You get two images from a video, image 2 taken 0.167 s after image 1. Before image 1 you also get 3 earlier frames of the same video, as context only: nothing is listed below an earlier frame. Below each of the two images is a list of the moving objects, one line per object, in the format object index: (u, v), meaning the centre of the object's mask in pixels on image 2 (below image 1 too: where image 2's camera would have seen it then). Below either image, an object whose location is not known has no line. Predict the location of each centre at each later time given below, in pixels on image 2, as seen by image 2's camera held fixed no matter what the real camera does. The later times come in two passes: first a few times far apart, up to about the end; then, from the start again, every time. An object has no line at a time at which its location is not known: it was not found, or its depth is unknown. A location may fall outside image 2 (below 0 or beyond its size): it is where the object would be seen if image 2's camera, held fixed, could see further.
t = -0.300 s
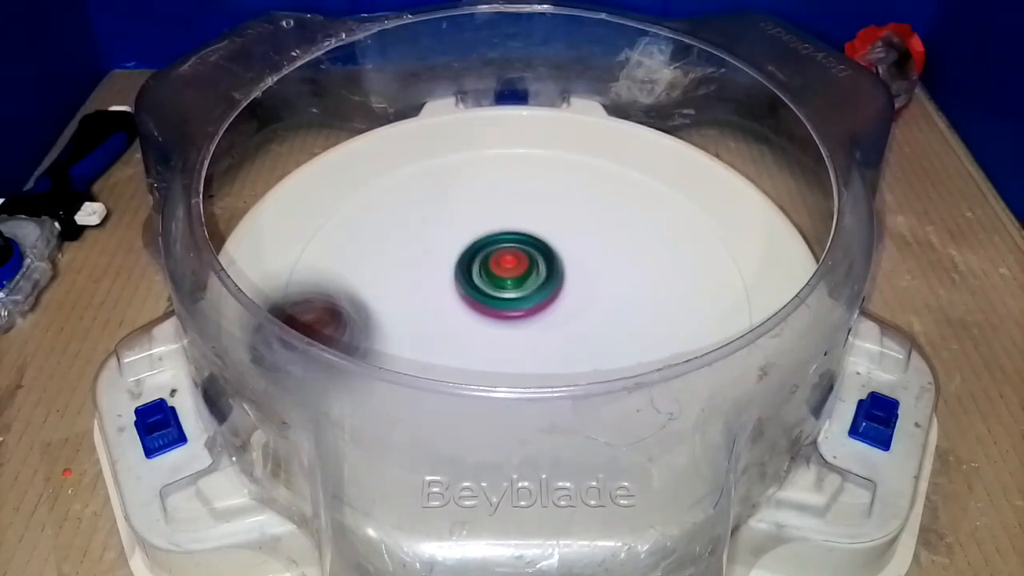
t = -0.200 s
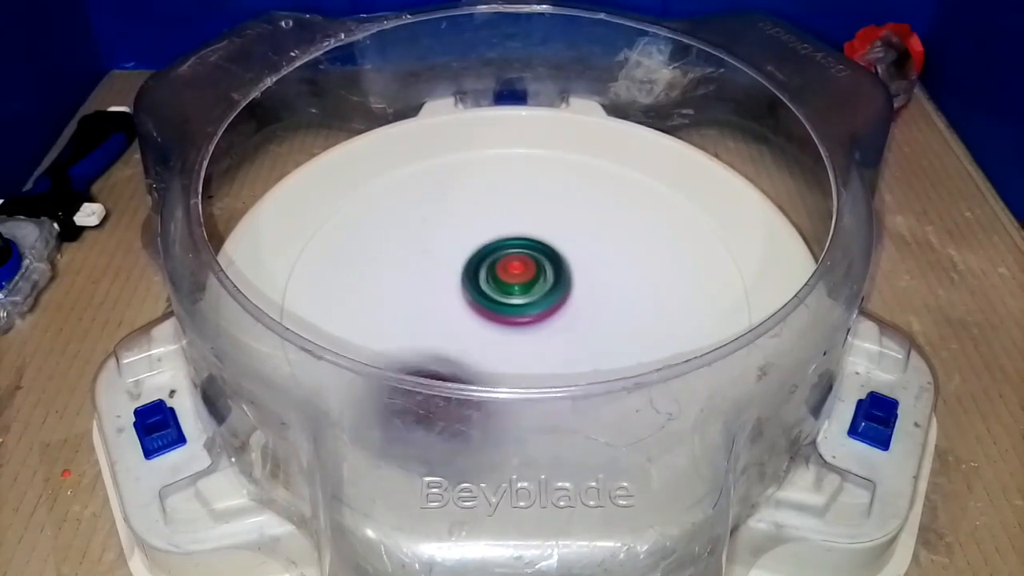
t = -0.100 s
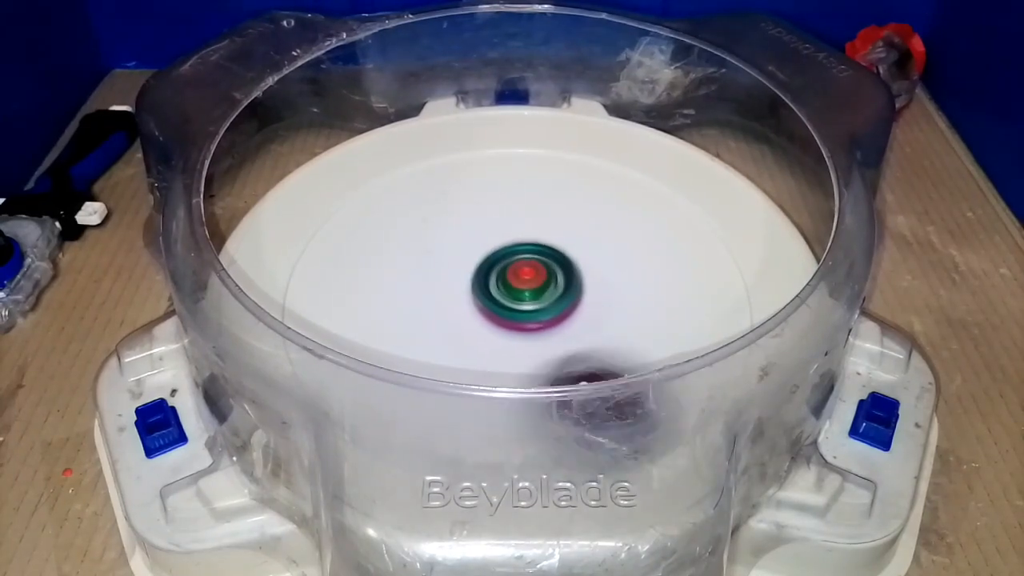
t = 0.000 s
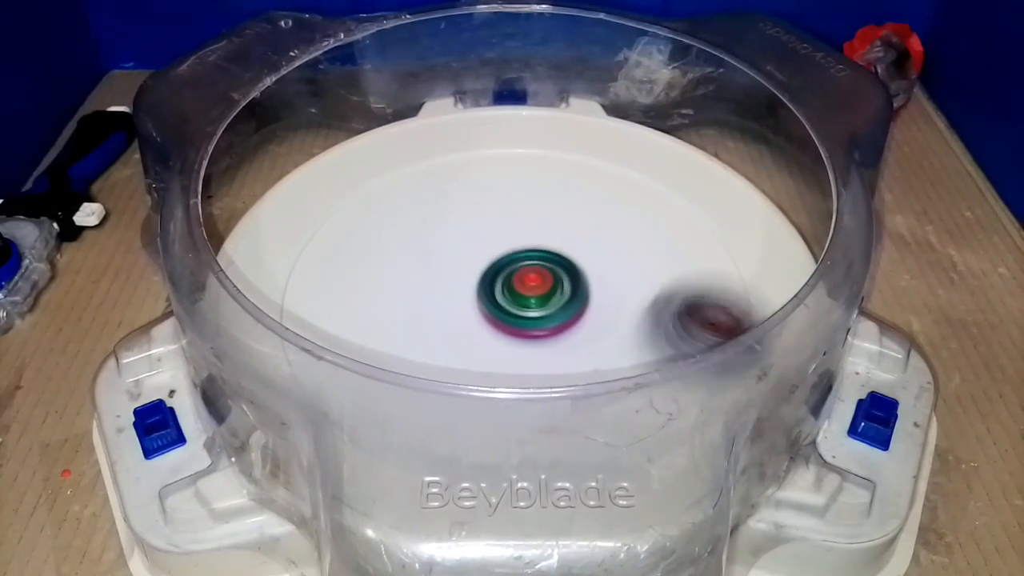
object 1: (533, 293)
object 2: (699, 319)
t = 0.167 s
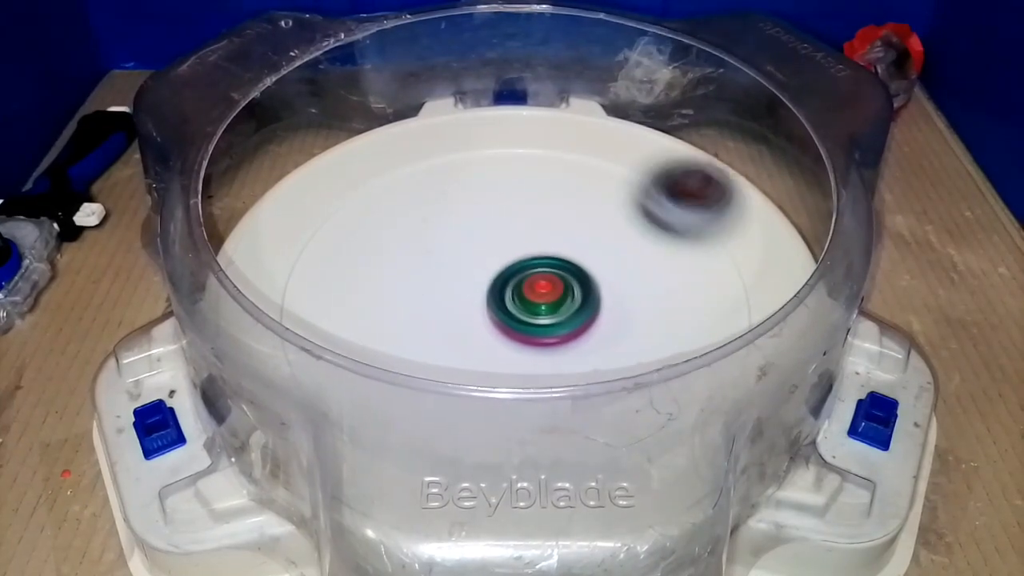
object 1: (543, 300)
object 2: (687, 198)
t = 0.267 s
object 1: (548, 304)
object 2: (604, 149)
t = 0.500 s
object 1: (554, 306)
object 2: (316, 218)
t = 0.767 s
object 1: (542, 309)
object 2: (686, 433)
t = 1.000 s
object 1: (528, 316)
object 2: (757, 192)
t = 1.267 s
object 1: (512, 317)
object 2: (511, 134)
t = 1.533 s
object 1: (497, 315)
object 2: (355, 306)
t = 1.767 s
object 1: (485, 312)
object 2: (609, 400)
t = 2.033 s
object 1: (475, 307)
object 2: (677, 234)
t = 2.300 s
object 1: (472, 296)
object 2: (463, 205)
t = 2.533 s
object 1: (486, 303)
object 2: (350, 267)
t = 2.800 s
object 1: (491, 289)
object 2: (437, 371)
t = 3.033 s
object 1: (493, 279)
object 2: (592, 323)
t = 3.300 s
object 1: (484, 269)
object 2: (577, 221)
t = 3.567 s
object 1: (466, 288)
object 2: (468, 197)
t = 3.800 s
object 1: (495, 342)
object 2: (402, 231)
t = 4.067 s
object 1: (549, 364)
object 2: (463, 274)
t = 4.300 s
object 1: (617, 410)
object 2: (456, 194)
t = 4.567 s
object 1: (579, 356)
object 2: (435, 231)
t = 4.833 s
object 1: (527, 370)
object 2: (542, 236)
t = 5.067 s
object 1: (490, 368)
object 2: (547, 194)
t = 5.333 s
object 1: (443, 340)
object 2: (513, 245)
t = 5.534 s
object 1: (410, 314)
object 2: (563, 301)
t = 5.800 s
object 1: (395, 281)
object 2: (633, 298)
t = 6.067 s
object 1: (410, 257)
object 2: (561, 286)
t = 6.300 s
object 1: (440, 239)
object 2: (496, 334)
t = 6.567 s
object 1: (487, 228)
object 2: (520, 356)
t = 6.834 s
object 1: (536, 232)
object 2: (514, 314)
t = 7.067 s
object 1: (575, 236)
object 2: (432, 306)
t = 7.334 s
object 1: (598, 264)
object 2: (423, 319)
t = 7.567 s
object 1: (599, 296)
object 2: (479, 302)
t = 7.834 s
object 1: (603, 328)
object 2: (457, 250)
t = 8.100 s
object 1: (563, 348)
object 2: (443, 249)
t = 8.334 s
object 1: (515, 355)
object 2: (486, 273)
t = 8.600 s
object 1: (480, 373)
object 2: (507, 216)
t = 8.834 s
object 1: (447, 346)
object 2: (494, 232)
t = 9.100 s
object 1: (409, 315)
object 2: (551, 277)
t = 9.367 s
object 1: (411, 279)
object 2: (608, 290)
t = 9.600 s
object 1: (434, 254)
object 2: (580, 291)
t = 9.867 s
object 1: (480, 237)
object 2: (513, 320)
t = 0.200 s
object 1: (545, 302)
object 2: (659, 180)
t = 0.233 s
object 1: (546, 303)
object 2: (632, 166)
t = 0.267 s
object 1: (548, 304)
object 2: (604, 149)
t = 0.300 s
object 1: (550, 304)
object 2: (570, 137)
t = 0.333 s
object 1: (551, 304)
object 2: (532, 130)
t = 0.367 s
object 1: (552, 305)
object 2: (488, 137)
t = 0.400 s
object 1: (552, 305)
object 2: (441, 144)
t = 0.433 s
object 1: (553, 305)
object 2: (392, 156)
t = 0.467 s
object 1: (553, 306)
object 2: (353, 182)
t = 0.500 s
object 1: (554, 306)
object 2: (316, 218)
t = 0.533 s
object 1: (553, 306)
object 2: (289, 265)
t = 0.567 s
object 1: (552, 307)
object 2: (292, 318)
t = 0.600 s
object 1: (551, 307)
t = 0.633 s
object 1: (550, 307)
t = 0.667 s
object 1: (550, 308)
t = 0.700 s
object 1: (548, 308)
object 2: (552, 449)
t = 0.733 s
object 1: (545, 308)
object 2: (631, 449)
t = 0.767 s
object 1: (542, 309)
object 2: (686, 433)
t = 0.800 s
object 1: (540, 310)
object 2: (684, 355)
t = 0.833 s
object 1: (538, 312)
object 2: (717, 331)
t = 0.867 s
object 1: (536, 312)
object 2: (741, 306)
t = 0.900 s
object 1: (534, 314)
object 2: (756, 281)
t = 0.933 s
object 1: (531, 315)
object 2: (765, 251)
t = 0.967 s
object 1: (530, 315)
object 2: (764, 222)
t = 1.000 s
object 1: (528, 316)
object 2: (757, 192)
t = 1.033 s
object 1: (526, 316)
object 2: (743, 166)
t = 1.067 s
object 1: (525, 316)
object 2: (725, 143)
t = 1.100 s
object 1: (523, 316)
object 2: (699, 129)
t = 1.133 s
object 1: (521, 317)
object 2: (659, 118)
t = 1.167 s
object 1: (518, 317)
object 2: (627, 118)
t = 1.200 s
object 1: (516, 317)
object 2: (583, 123)
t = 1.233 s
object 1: (515, 317)
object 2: (549, 126)
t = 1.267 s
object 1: (512, 317)
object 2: (511, 134)
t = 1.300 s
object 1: (510, 317)
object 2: (475, 144)
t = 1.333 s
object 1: (508, 316)
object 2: (442, 155)
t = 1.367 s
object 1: (506, 316)
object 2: (411, 172)
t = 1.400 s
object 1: (504, 315)
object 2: (387, 192)
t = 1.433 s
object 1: (502, 315)
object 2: (367, 215)
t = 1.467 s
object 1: (500, 314)
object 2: (355, 244)
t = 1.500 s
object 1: (498, 315)
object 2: (350, 271)
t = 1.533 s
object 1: (497, 315)
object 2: (355, 306)
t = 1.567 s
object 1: (495, 314)
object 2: (372, 327)
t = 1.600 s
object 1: (494, 314)
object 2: (395, 367)
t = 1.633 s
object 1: (493, 312)
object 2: (429, 391)
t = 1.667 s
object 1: (490, 311)
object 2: (469, 407)
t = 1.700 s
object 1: (488, 313)
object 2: (516, 415)
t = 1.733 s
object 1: (486, 313)
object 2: (562, 414)
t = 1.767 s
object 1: (485, 312)
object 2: (609, 400)
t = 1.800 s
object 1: (483, 312)
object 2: (638, 390)
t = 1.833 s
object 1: (482, 311)
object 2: (653, 347)
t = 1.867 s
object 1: (480, 310)
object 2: (678, 332)
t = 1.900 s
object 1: (479, 310)
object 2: (696, 315)
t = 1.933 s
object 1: (478, 309)
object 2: (706, 297)
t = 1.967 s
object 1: (477, 308)
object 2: (703, 276)
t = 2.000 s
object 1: (476, 308)
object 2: (692, 255)
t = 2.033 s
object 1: (475, 307)
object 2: (677, 234)
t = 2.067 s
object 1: (475, 306)
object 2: (657, 221)
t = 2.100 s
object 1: (474, 305)
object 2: (632, 208)
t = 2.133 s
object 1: (474, 304)
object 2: (607, 200)
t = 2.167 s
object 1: (474, 302)
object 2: (577, 194)
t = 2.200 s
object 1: (473, 301)
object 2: (548, 191)
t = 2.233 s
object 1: (473, 299)
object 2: (519, 193)
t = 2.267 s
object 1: (472, 298)
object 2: (490, 197)
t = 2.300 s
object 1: (472, 296)
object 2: (463, 205)
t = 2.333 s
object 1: (473, 298)
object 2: (438, 213)
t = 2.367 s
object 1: (476, 304)
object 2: (414, 215)
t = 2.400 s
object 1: (479, 307)
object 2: (395, 220)
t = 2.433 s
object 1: (482, 308)
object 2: (380, 229)
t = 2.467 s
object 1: (484, 307)
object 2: (367, 240)
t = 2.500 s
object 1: (486, 306)
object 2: (357, 253)
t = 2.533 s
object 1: (486, 303)
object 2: (350, 267)
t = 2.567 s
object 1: (487, 302)
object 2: (346, 282)
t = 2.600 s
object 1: (487, 300)
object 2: (345, 297)
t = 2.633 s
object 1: (488, 298)
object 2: (352, 311)
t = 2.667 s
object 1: (488, 296)
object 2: (362, 321)
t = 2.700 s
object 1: (488, 295)
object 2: (372, 340)
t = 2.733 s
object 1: (489, 293)
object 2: (391, 352)
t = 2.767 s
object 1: (489, 292)
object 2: (412, 363)
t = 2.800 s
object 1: (491, 289)
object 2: (437, 371)
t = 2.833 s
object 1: (491, 288)
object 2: (465, 374)
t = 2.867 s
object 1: (491, 286)
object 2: (492, 372)
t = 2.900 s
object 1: (490, 284)
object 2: (520, 364)
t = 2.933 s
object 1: (491, 282)
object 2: (540, 353)
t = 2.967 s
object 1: (491, 280)
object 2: (562, 347)
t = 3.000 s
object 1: (492, 280)
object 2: (581, 336)
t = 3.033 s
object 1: (493, 279)
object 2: (592, 323)
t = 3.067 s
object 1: (491, 276)
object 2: (603, 308)
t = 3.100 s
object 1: (488, 274)
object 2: (611, 294)
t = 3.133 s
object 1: (487, 273)
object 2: (614, 281)
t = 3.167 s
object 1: (487, 272)
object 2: (612, 267)
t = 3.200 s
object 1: (487, 271)
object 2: (606, 254)
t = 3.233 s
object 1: (488, 270)
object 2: (597, 242)
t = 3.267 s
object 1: (486, 269)
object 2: (587, 231)
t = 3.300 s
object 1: (484, 269)
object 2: (577, 221)
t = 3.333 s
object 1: (482, 269)
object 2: (565, 213)
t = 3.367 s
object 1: (478, 271)
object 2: (553, 206)
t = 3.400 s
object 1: (475, 273)
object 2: (539, 201)
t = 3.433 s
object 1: (474, 274)
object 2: (523, 198)
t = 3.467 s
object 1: (470, 279)
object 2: (511, 194)
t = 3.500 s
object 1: (467, 283)
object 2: (497, 192)
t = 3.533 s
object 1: (466, 286)
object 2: (483, 192)
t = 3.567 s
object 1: (466, 288)
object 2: (468, 197)
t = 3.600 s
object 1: (465, 291)
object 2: (454, 204)
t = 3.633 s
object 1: (465, 296)
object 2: (441, 210)
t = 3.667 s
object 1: (467, 302)
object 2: (430, 218)
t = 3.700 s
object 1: (469, 308)
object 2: (422, 226)
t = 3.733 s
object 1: (476, 320)
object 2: (414, 229)
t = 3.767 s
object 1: (485, 334)
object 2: (407, 228)
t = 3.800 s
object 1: (495, 342)
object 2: (402, 231)
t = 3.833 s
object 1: (504, 345)
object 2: (401, 237)
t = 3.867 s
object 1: (510, 347)
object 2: (403, 247)
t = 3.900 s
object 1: (514, 349)
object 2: (408, 257)
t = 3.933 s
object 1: (518, 350)
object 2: (416, 267)
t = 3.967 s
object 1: (521, 351)
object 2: (426, 276)
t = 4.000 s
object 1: (524, 352)
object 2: (441, 284)
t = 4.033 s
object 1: (530, 355)
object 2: (457, 288)
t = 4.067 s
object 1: (549, 364)
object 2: (463, 274)
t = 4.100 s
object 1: (565, 403)
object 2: (467, 257)
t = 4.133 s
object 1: (580, 413)
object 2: (471, 242)
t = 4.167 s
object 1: (591, 417)
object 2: (472, 228)
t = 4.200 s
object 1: (601, 418)
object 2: (471, 215)
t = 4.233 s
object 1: (608, 416)
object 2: (468, 206)
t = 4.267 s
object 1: (613, 414)
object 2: (463, 199)
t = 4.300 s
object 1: (617, 410)
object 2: (456, 194)
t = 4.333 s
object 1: (618, 406)
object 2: (449, 190)
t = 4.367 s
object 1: (617, 401)
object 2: (442, 189)
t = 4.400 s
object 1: (615, 396)
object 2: (434, 190)
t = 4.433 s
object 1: (611, 393)
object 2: (429, 195)
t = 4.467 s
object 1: (605, 381)
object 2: (427, 202)
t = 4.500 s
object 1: (597, 377)
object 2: (427, 211)
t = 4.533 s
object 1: (588, 368)
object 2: (430, 220)
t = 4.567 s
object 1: (579, 356)
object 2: (435, 231)
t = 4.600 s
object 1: (571, 355)
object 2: (444, 242)
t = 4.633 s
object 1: (563, 353)
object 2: (456, 251)
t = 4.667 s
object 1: (555, 352)
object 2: (470, 259)
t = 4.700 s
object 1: (547, 351)
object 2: (485, 265)
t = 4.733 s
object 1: (539, 350)
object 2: (503, 268)
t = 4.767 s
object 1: (534, 357)
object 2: (518, 258)
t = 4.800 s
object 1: (531, 360)
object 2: (531, 247)
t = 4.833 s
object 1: (527, 370)
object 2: (542, 236)
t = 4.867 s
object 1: (523, 372)
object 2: (549, 227)
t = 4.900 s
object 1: (519, 373)
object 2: (554, 219)
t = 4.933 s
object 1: (514, 372)
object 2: (557, 211)
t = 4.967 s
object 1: (507, 372)
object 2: (557, 204)
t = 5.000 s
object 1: (501, 371)
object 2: (555, 199)
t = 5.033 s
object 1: (495, 370)
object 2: (552, 195)
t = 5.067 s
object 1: (490, 368)
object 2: (547, 194)
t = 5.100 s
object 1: (484, 359)
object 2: (541, 194)
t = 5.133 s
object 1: (478, 357)
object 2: (535, 197)
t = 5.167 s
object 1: (473, 356)
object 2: (529, 203)
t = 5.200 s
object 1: (467, 353)
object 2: (523, 209)
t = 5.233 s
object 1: (461, 350)
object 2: (519, 216)
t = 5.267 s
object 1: (454, 347)
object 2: (515, 224)
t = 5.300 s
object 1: (449, 344)
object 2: (513, 234)
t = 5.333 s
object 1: (443, 340)
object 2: (513, 245)
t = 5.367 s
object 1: (437, 336)
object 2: (515, 256)
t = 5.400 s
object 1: (432, 331)
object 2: (519, 268)
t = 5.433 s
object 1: (427, 326)
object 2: (526, 278)
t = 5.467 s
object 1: (420, 323)
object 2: (538, 287)
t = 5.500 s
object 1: (415, 318)
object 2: (550, 294)
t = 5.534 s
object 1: (410, 314)
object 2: (563, 301)
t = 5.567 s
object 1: (406, 310)
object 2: (575, 305)
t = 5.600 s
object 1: (404, 306)
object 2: (587, 308)
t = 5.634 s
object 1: (401, 302)
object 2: (598, 309)
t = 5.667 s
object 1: (399, 297)
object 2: (608, 309)
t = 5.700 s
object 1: (398, 293)
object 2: (618, 308)
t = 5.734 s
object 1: (397, 289)
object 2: (626, 305)
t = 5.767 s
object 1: (396, 285)
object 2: (631, 302)
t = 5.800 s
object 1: (395, 281)
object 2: (633, 298)
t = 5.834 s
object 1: (395, 277)
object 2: (631, 294)
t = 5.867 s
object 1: (396, 274)
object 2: (625, 291)
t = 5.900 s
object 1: (397, 270)
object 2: (617, 289)
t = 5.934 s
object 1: (398, 267)
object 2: (608, 287)
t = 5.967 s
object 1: (400, 264)
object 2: (597, 286)
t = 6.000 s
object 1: (402, 261)
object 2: (586, 285)
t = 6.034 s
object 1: (406, 259)
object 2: (574, 285)
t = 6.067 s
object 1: (410, 257)
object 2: (561, 286)
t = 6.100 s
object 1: (414, 255)
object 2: (548, 289)
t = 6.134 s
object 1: (419, 253)
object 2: (535, 293)
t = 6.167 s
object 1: (424, 251)
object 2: (523, 299)
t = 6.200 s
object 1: (428, 248)
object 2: (512, 305)
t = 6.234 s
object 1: (432, 244)
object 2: (505, 315)
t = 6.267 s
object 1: (435, 241)
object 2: (500, 325)
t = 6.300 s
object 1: (440, 239)
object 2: (496, 334)
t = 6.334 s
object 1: (446, 237)
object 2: (494, 342)
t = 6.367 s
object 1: (451, 235)
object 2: (495, 347)
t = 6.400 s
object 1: (457, 233)
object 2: (497, 351)
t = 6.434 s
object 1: (463, 232)
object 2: (501, 354)
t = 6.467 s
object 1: (469, 230)
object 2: (505, 356)
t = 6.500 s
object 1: (475, 229)
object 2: (510, 357)
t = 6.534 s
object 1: (481, 228)
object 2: (516, 357)
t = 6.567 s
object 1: (487, 228)
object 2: (520, 356)
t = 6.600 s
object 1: (493, 227)
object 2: (523, 354)
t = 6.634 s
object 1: (499, 227)
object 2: (526, 351)
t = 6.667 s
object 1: (506, 228)
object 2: (527, 348)
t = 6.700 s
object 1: (512, 228)
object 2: (528, 343)
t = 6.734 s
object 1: (518, 229)
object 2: (527, 337)
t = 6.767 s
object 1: (524, 230)
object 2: (525, 329)
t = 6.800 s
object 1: (530, 231)
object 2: (520, 322)
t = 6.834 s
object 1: (536, 232)
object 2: (514, 314)
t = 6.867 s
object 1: (543, 232)
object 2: (504, 309)
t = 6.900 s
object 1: (551, 230)
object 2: (490, 308)
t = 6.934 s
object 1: (557, 229)
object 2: (474, 308)
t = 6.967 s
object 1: (563, 230)
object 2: (463, 307)
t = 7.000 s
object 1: (567, 231)
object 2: (451, 306)
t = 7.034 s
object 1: (571, 233)
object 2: (441, 306)
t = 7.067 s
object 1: (575, 236)
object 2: (432, 306)
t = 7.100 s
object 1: (579, 238)
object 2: (424, 307)
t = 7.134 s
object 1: (583, 241)
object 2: (418, 309)
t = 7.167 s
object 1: (587, 245)
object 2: (413, 311)
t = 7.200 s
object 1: (590, 248)
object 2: (410, 313)
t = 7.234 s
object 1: (592, 252)
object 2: (409, 315)
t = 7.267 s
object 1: (594, 256)
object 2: (411, 317)
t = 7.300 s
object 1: (596, 259)
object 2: (416, 318)
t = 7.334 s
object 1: (598, 264)
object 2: (423, 319)
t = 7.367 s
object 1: (599, 268)
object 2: (431, 320)
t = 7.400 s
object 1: (600, 273)
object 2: (439, 320)
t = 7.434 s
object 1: (600, 277)
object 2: (448, 319)
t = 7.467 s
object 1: (600, 282)
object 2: (457, 317)
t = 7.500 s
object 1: (600, 287)
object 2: (465, 313)
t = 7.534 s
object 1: (599, 292)
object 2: (473, 308)
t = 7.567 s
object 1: (599, 296)
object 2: (479, 302)
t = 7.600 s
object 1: (605, 301)
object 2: (477, 294)
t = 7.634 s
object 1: (609, 304)
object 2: (473, 286)
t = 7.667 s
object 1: (611, 307)
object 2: (471, 279)
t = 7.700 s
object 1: (611, 311)
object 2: (468, 272)
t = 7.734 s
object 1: (610, 315)
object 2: (466, 265)
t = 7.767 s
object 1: (608, 320)
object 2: (463, 260)
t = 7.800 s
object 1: (606, 324)
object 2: (461, 255)
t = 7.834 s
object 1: (603, 328)
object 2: (457, 250)
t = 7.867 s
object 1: (601, 332)
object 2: (454, 247)
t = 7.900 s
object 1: (597, 335)
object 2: (450, 245)
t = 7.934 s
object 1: (593, 338)
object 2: (446, 243)
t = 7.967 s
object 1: (588, 341)
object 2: (442, 241)
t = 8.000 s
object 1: (583, 343)
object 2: (440, 241)
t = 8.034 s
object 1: (576, 345)
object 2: (439, 243)
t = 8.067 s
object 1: (570, 347)
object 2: (440, 246)
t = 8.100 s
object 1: (563, 348)
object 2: (443, 249)
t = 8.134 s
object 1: (557, 350)
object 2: (446, 253)
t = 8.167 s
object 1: (550, 351)
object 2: (450, 258)
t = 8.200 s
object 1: (543, 352)
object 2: (455, 262)
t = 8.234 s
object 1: (536, 353)
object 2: (461, 267)
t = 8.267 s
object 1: (529, 354)
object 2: (468, 270)
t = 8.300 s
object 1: (522, 354)
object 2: (478, 273)
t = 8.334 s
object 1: (515, 355)
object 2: (486, 273)
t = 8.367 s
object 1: (510, 360)
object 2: (495, 262)
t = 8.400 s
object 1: (506, 374)
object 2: (501, 252)
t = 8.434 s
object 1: (504, 377)
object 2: (505, 243)
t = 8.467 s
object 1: (500, 377)
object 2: (507, 235)
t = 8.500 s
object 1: (495, 376)
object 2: (508, 229)
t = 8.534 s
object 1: (490, 375)
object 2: (509, 224)
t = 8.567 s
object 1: (484, 374)
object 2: (508, 219)
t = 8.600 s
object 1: (480, 373)
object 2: (507, 216)
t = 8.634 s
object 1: (475, 370)
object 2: (506, 213)
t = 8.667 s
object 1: (470, 367)
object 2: (503, 212)
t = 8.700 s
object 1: (466, 357)
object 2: (501, 213)
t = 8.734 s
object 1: (462, 355)
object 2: (499, 216)
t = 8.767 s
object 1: (457, 352)
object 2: (497, 221)
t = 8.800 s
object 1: (452, 349)
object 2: (496, 226)
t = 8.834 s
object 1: (447, 346)
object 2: (494, 232)
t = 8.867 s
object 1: (443, 343)
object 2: (495, 238)
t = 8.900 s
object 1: (439, 339)
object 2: (497, 246)
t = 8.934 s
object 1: (435, 335)
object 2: (501, 253)
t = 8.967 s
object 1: (432, 330)
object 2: (506, 260)
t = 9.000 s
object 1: (427, 325)
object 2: (514, 265)
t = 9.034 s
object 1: (417, 323)
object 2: (529, 270)
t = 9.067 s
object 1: (411, 319)
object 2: (541, 274)
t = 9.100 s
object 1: (409, 315)
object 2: (551, 277)
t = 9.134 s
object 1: (407, 311)
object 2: (560, 280)
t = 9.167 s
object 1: (406, 306)
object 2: (568, 283)
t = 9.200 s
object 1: (405, 301)
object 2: (577, 285)
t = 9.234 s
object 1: (405, 297)
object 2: (585, 286)
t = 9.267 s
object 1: (406, 292)
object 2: (592, 288)
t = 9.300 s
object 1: (407, 287)
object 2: (598, 289)
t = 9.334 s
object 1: (408, 283)
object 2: (604, 290)
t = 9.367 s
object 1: (411, 279)
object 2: (608, 290)
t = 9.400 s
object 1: (413, 274)
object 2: (611, 290)
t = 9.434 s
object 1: (415, 270)
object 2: (610, 290)
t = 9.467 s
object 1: (418, 266)
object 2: (606, 290)
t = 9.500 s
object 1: (422, 263)
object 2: (601, 290)
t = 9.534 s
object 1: (425, 259)
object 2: (594, 290)
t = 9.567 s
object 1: (430, 256)
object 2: (588, 290)
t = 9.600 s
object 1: (434, 254)
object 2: (580, 291)
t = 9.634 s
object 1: (439, 252)
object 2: (571, 294)
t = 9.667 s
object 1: (444, 249)
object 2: (562, 297)
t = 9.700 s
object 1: (450, 247)
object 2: (554, 300)
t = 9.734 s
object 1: (456, 244)
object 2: (545, 304)
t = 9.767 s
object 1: (461, 242)
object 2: (537, 308)
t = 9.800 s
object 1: (467, 240)
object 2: (529, 312)
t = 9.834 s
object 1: (474, 238)
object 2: (521, 316)
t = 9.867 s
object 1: (480, 237)
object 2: (513, 320)
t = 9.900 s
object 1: (487, 236)
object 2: (505, 325)
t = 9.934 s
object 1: (494, 235)
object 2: (499, 329)
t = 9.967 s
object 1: (500, 235)
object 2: (492, 332)
